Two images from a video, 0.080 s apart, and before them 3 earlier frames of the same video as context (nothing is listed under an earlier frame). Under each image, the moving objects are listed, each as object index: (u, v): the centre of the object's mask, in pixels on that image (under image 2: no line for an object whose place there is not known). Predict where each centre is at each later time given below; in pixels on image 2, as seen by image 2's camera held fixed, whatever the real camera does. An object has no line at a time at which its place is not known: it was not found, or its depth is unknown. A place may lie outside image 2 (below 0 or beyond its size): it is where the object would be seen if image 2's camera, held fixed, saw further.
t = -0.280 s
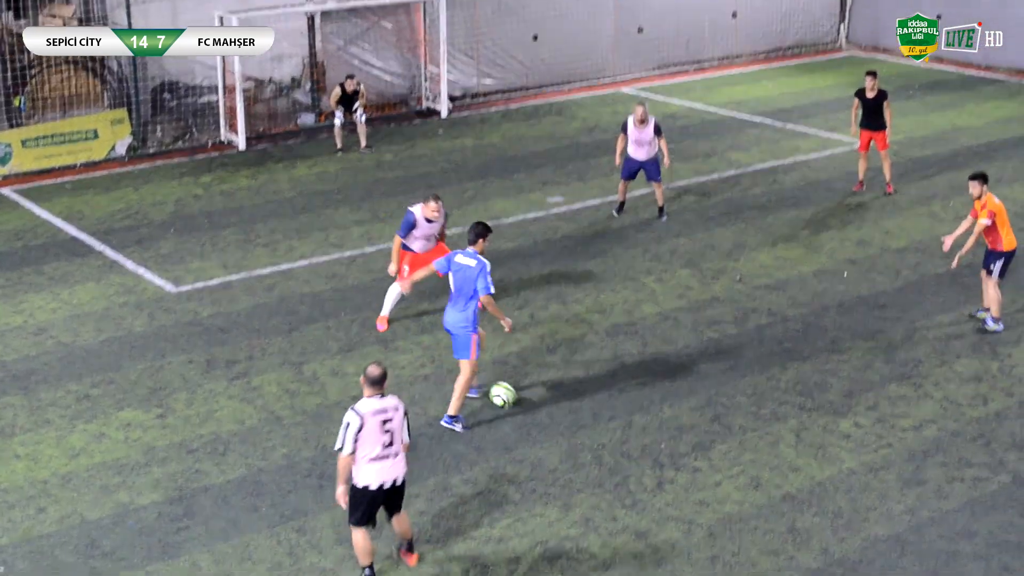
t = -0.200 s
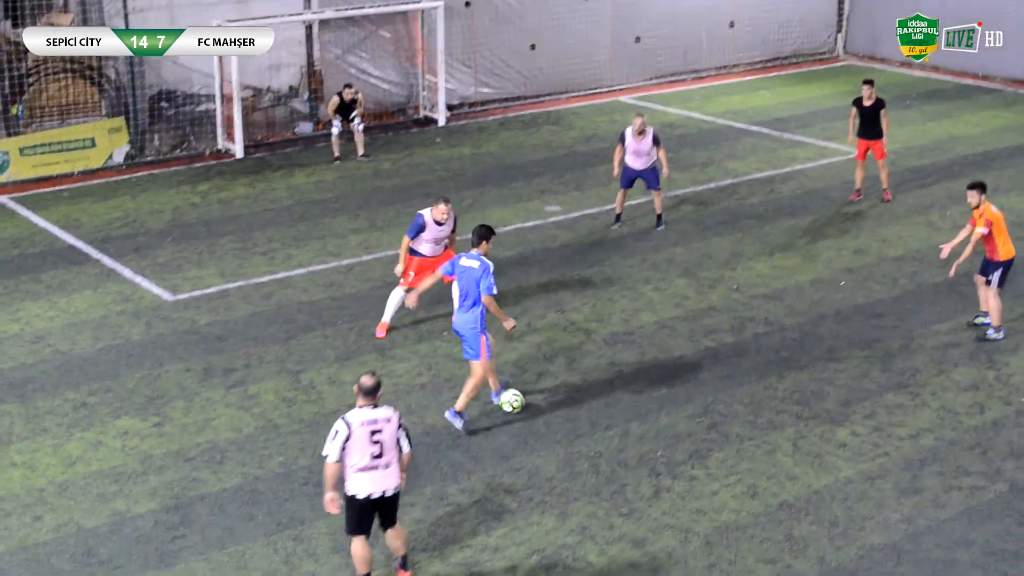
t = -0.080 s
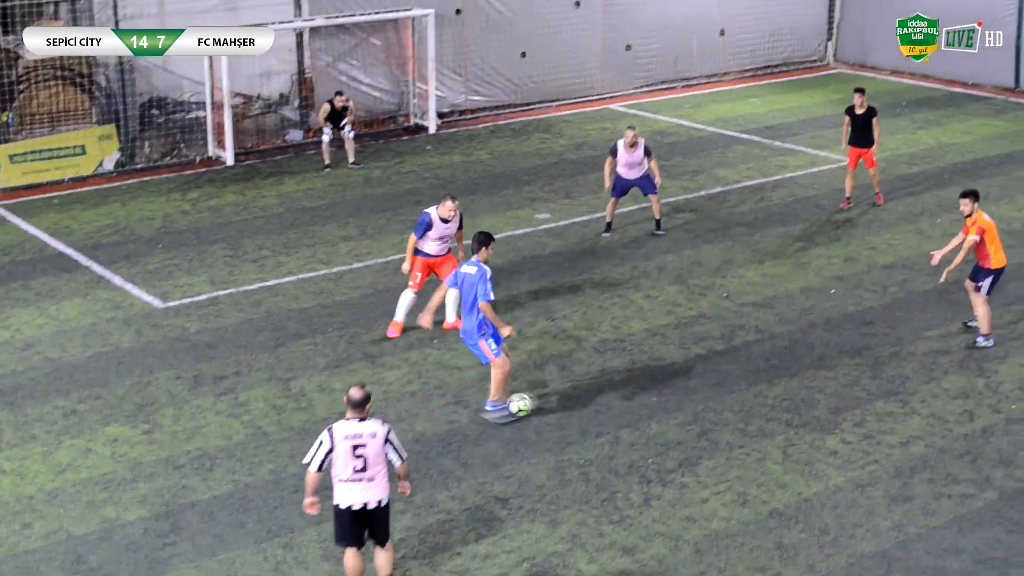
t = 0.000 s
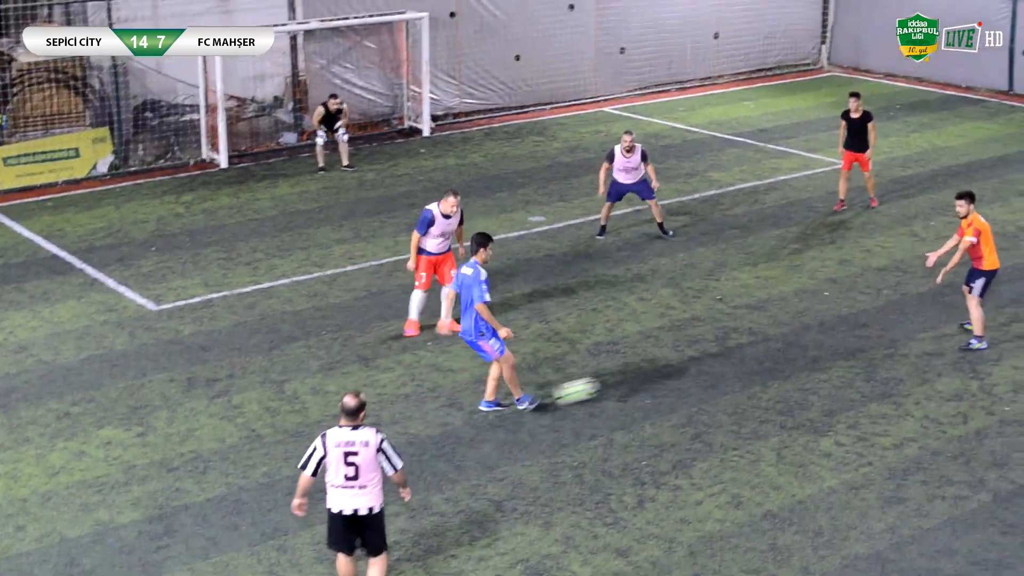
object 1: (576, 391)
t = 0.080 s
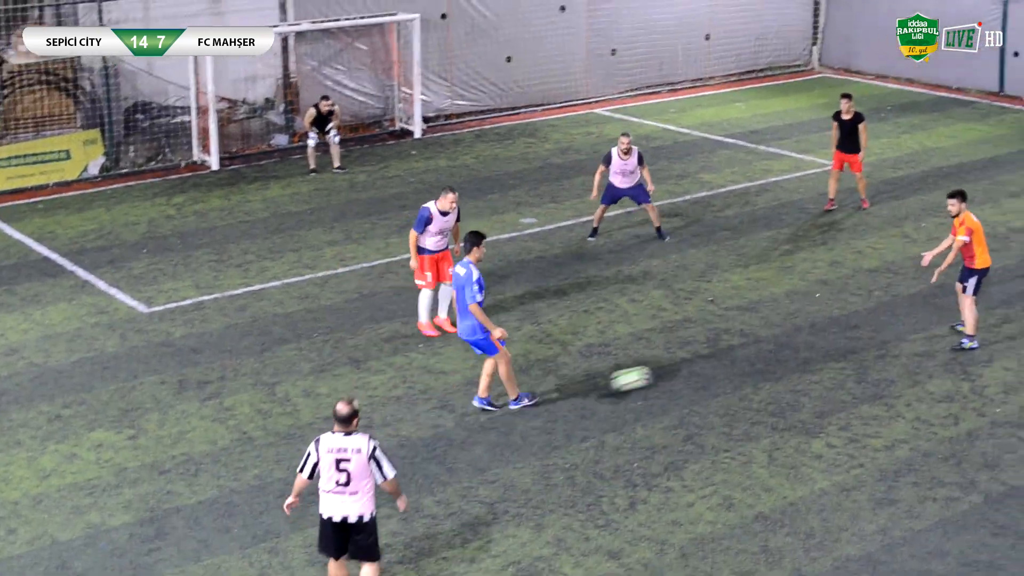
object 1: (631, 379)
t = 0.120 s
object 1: (659, 372)
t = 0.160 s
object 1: (685, 365)
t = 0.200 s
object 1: (710, 358)
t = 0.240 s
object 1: (734, 353)
